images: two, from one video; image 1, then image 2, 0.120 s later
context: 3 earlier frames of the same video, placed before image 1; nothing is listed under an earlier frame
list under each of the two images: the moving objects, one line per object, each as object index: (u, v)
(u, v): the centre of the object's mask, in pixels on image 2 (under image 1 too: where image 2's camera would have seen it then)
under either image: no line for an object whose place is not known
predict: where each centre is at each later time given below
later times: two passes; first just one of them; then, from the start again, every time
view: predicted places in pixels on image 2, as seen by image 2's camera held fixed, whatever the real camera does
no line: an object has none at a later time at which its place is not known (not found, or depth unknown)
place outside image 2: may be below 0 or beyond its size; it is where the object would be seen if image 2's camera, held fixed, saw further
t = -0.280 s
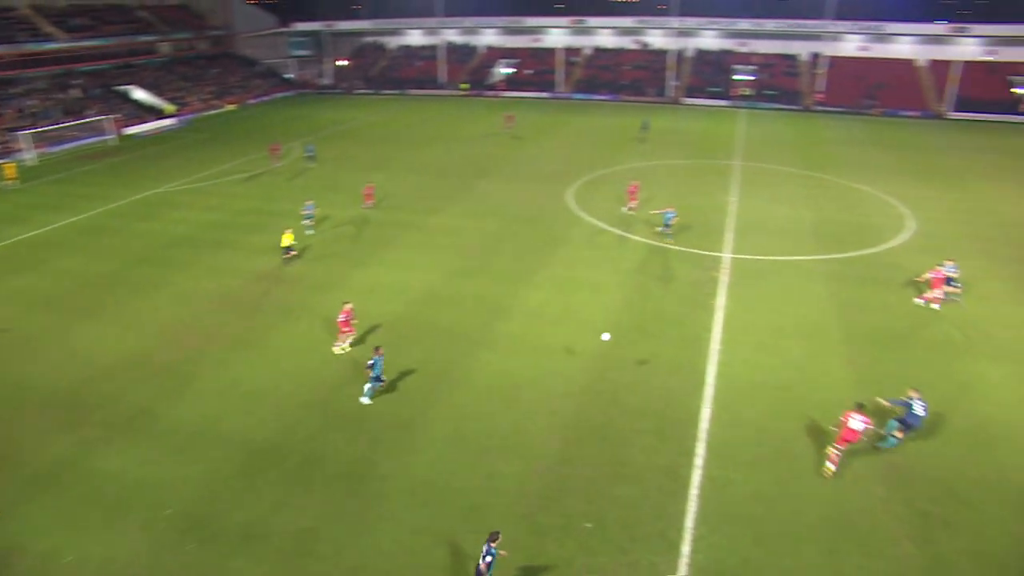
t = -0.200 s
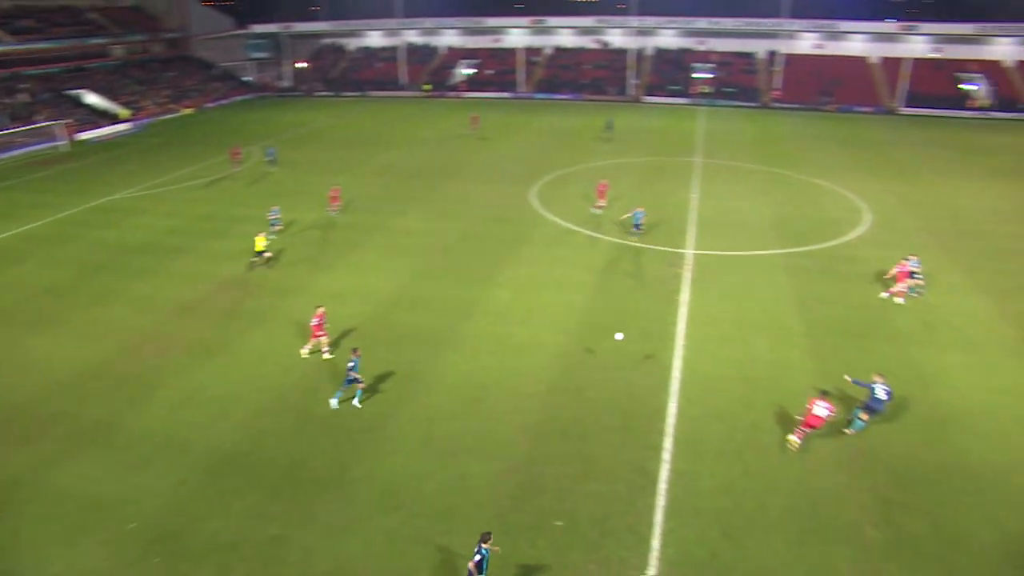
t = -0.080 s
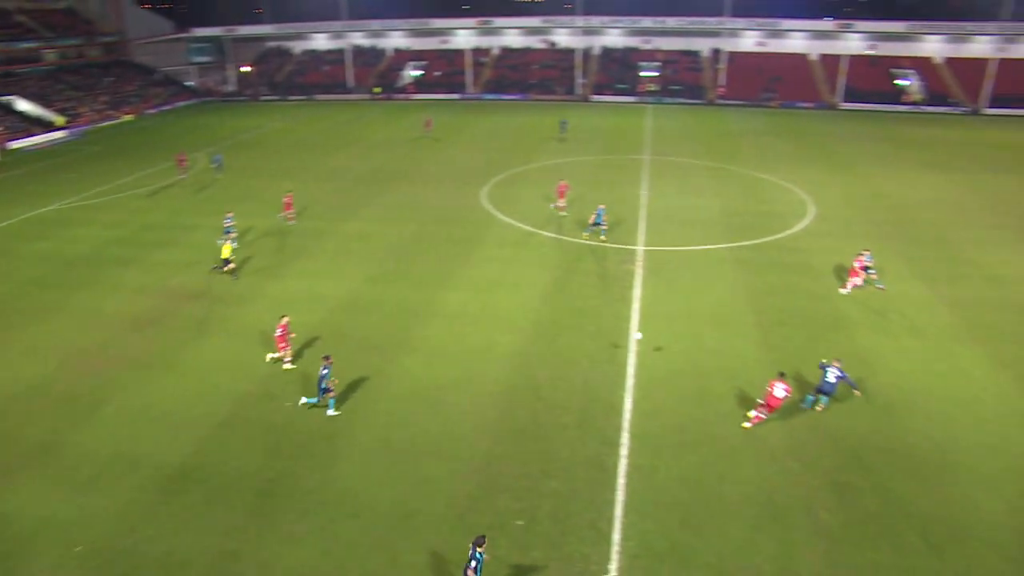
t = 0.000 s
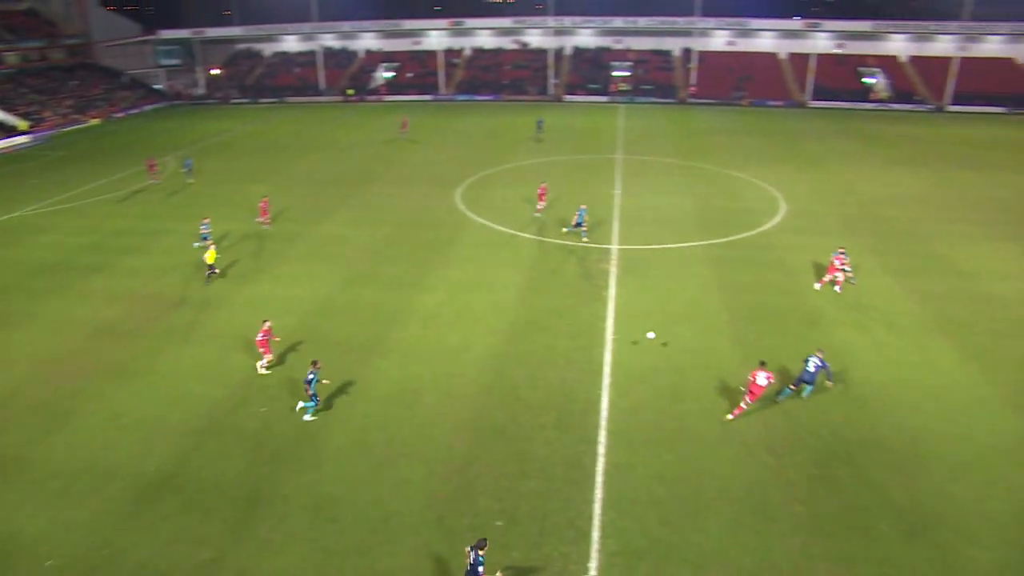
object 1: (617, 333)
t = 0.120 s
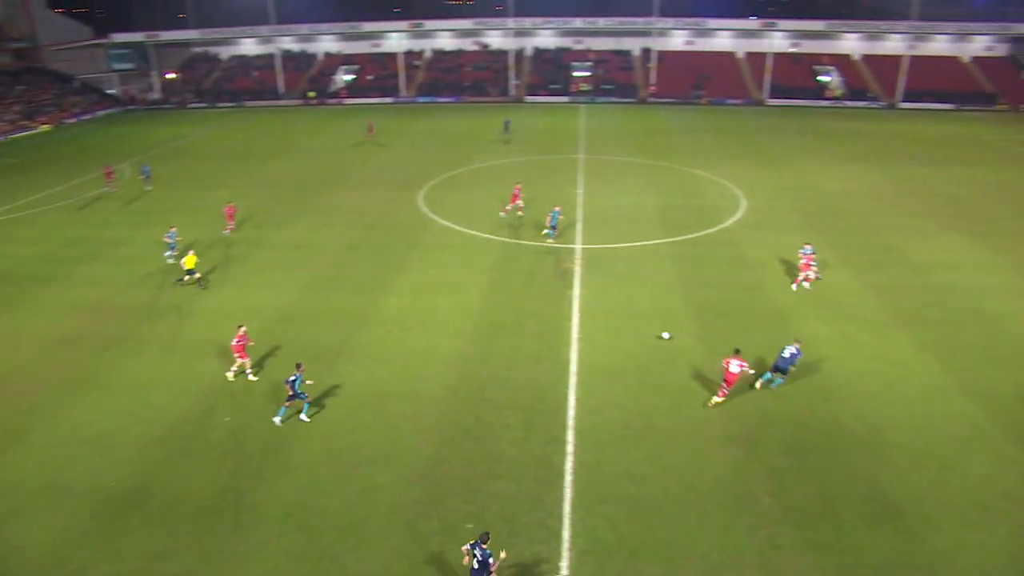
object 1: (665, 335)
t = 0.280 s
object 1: (715, 311)
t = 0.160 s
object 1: (679, 335)
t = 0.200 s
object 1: (692, 326)
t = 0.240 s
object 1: (704, 319)
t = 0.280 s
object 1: (715, 311)
